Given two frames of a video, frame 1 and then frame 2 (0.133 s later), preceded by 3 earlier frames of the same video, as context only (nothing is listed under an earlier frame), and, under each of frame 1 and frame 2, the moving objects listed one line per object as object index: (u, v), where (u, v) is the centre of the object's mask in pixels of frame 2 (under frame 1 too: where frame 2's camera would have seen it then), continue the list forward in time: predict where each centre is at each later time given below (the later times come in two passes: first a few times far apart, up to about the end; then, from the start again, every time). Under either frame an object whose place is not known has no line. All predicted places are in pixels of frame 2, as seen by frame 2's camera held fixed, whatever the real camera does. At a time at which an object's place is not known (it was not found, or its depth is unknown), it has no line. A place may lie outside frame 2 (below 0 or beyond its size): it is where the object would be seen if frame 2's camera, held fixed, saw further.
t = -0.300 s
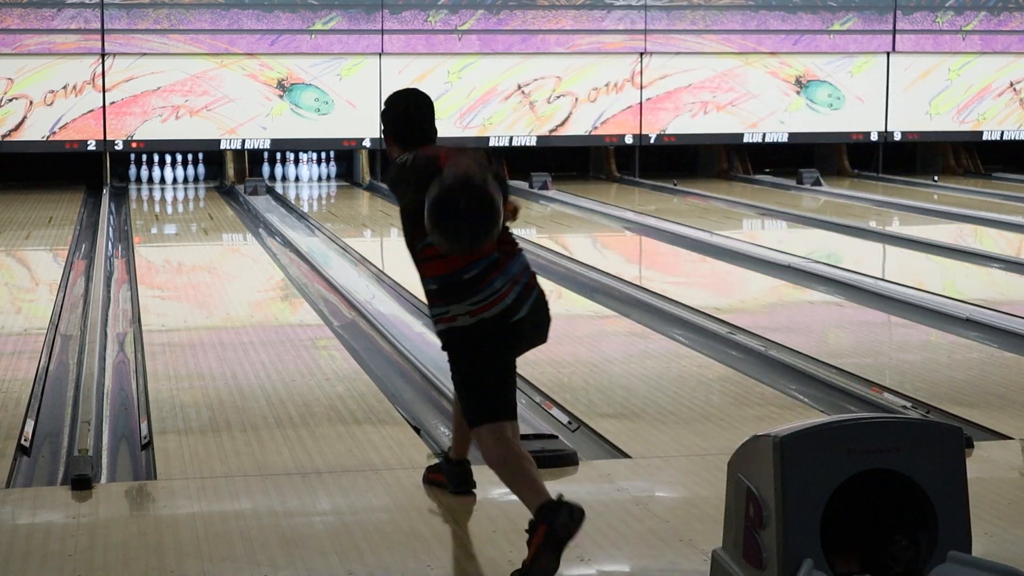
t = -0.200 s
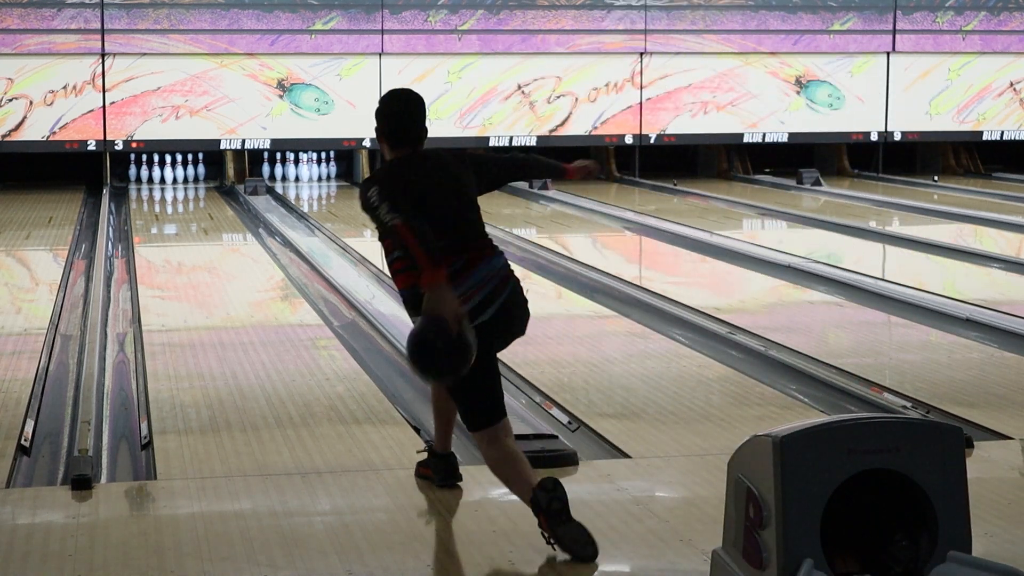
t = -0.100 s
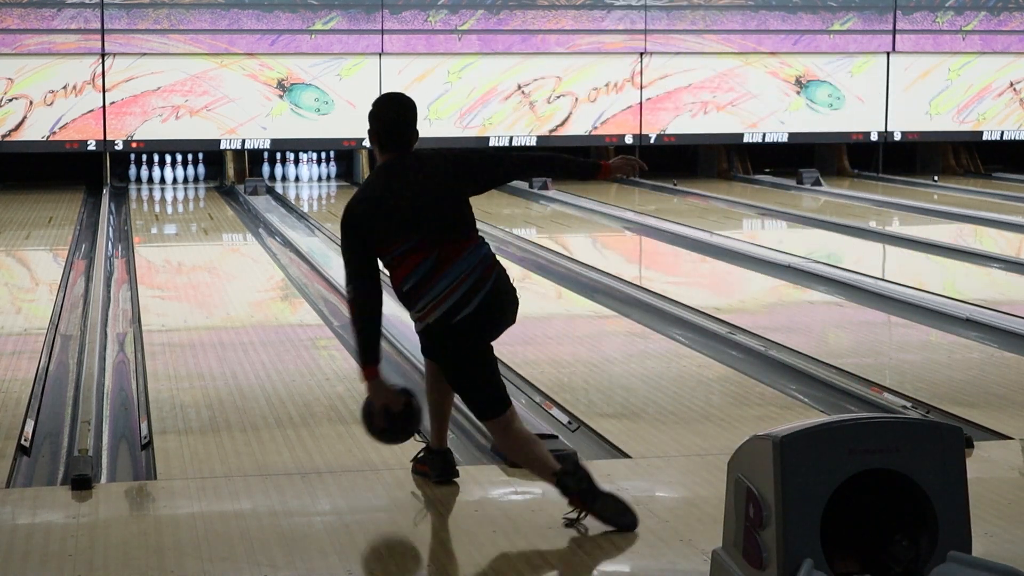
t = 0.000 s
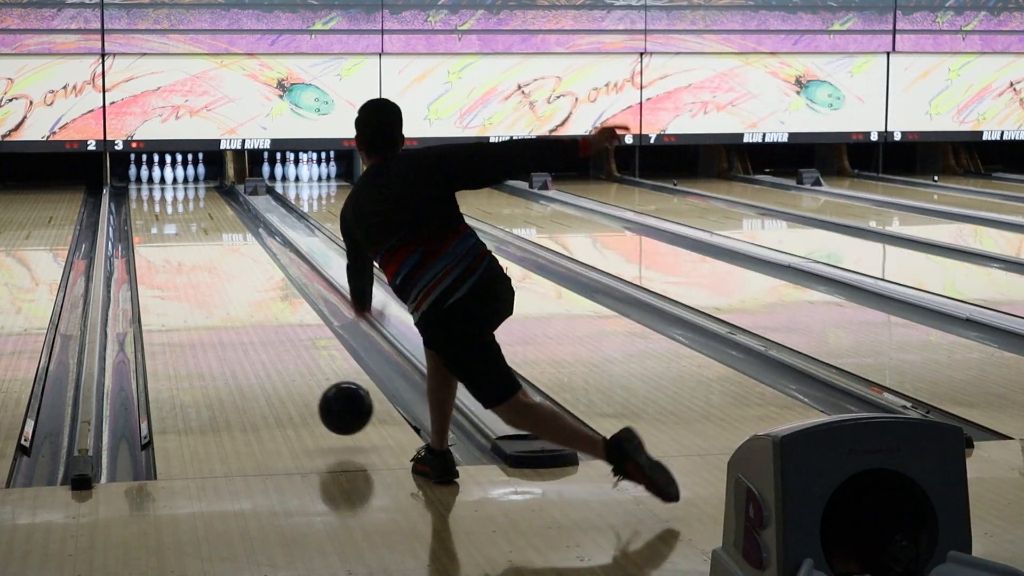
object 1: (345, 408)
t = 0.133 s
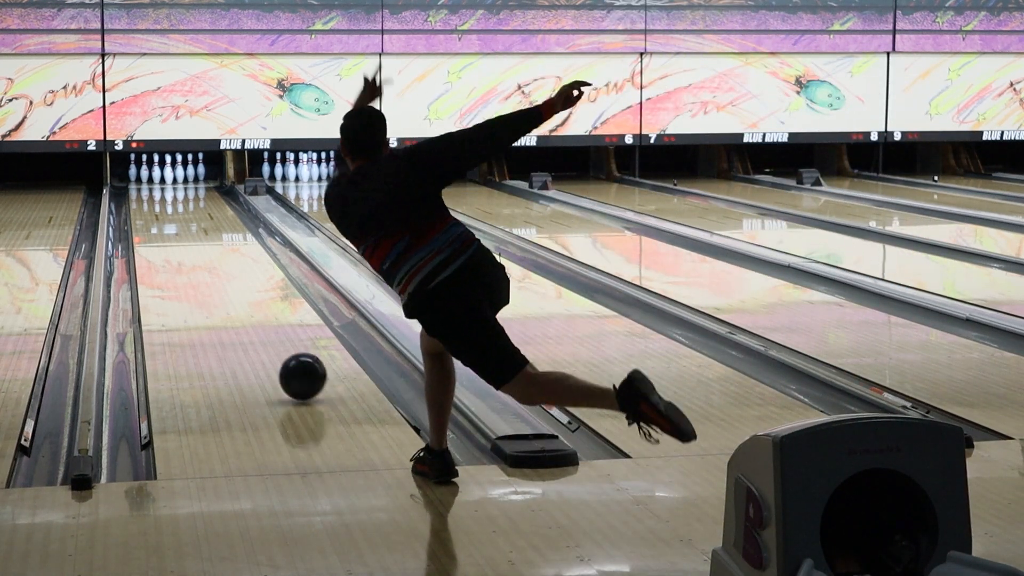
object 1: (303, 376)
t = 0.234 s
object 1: (277, 352)
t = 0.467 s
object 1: (233, 305)
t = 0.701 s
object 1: (202, 272)
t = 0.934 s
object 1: (180, 247)
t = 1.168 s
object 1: (165, 228)
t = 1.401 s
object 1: (153, 213)
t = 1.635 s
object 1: (147, 200)
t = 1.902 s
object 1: (150, 190)
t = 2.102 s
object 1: (157, 182)
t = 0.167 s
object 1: (294, 368)
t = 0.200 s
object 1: (285, 360)
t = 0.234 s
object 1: (277, 352)
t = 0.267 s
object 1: (270, 344)
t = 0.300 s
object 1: (263, 337)
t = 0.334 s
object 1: (256, 330)
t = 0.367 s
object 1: (250, 323)
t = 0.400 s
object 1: (244, 317)
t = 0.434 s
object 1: (238, 311)
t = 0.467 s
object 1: (233, 305)
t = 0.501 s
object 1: (228, 300)
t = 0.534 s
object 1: (223, 295)
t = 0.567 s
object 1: (218, 290)
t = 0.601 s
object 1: (214, 285)
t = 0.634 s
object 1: (210, 281)
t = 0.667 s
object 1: (206, 276)
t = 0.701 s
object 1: (202, 272)
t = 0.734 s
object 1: (199, 268)
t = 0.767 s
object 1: (195, 264)
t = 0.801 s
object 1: (192, 260)
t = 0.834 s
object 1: (189, 257)
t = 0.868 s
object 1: (186, 253)
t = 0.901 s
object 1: (183, 250)
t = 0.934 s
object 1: (180, 247)
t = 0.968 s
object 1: (178, 244)
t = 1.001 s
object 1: (175, 241)
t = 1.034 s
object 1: (173, 238)
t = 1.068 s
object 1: (171, 235)
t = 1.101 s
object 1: (169, 233)
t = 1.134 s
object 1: (166, 230)
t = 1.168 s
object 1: (165, 228)
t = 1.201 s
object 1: (163, 225)
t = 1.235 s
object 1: (161, 223)
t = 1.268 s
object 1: (159, 221)
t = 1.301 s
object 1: (157, 219)
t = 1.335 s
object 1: (156, 217)
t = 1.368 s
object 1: (154, 215)
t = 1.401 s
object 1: (153, 213)
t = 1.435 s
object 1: (150, 208)
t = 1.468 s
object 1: (150, 210)
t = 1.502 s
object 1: (149, 207)
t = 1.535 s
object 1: (149, 205)
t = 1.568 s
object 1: (148, 204)
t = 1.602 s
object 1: (147, 202)
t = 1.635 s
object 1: (147, 200)
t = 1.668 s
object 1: (146, 199)
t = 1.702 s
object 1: (147, 197)
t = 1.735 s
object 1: (147, 196)
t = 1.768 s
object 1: (147, 194)
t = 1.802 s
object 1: (147, 193)
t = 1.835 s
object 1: (149, 192)
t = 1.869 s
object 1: (149, 191)
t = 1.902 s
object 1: (150, 190)
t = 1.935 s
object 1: (151, 188)
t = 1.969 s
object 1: (152, 187)
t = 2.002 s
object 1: (154, 186)
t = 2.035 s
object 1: (155, 185)
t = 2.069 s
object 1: (156, 183)
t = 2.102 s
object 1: (157, 182)
